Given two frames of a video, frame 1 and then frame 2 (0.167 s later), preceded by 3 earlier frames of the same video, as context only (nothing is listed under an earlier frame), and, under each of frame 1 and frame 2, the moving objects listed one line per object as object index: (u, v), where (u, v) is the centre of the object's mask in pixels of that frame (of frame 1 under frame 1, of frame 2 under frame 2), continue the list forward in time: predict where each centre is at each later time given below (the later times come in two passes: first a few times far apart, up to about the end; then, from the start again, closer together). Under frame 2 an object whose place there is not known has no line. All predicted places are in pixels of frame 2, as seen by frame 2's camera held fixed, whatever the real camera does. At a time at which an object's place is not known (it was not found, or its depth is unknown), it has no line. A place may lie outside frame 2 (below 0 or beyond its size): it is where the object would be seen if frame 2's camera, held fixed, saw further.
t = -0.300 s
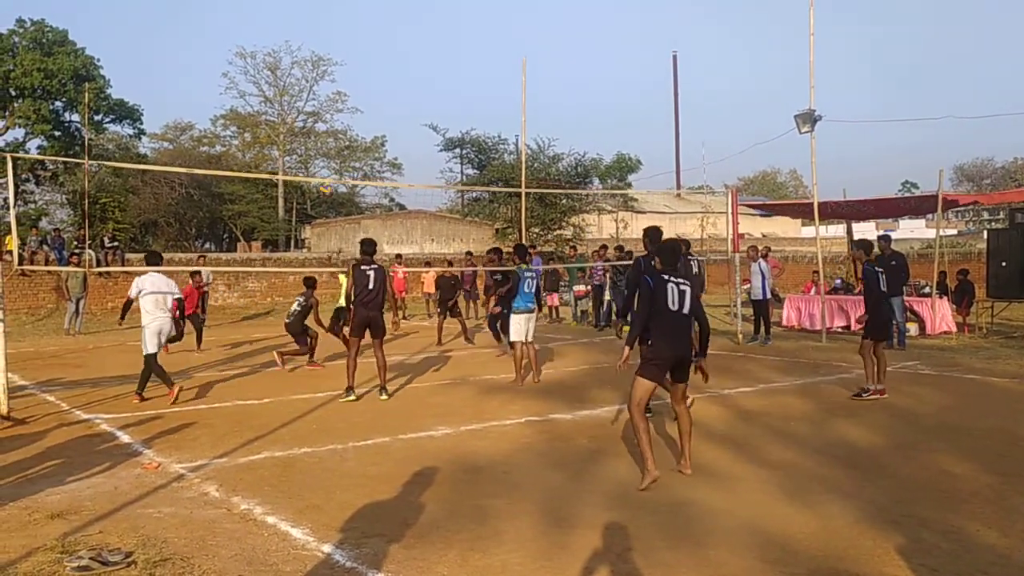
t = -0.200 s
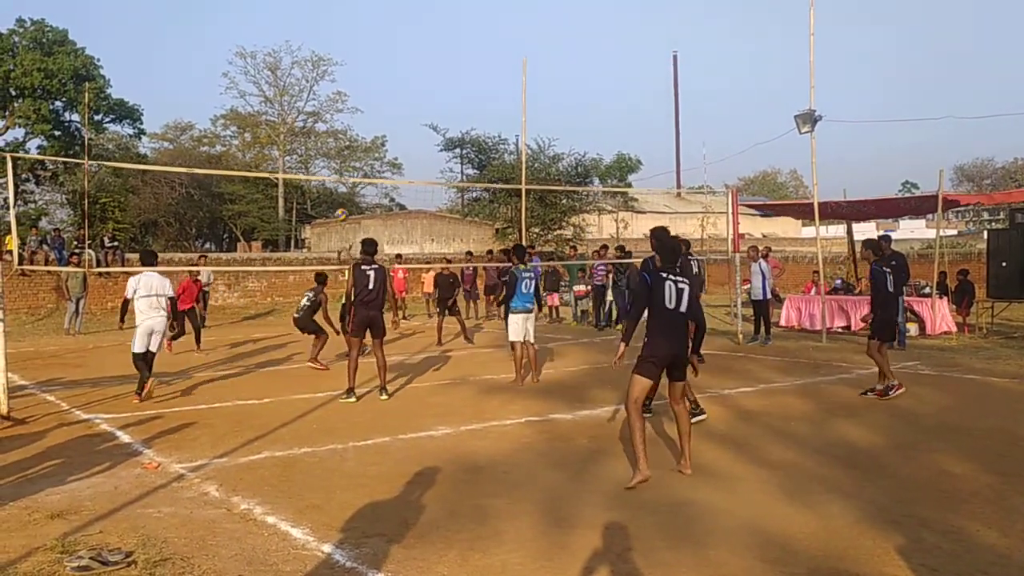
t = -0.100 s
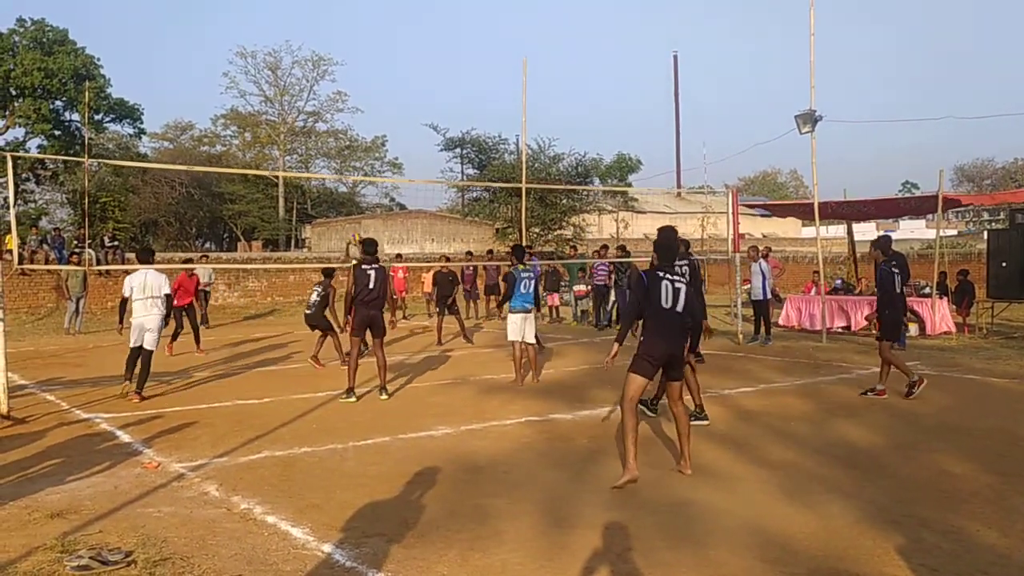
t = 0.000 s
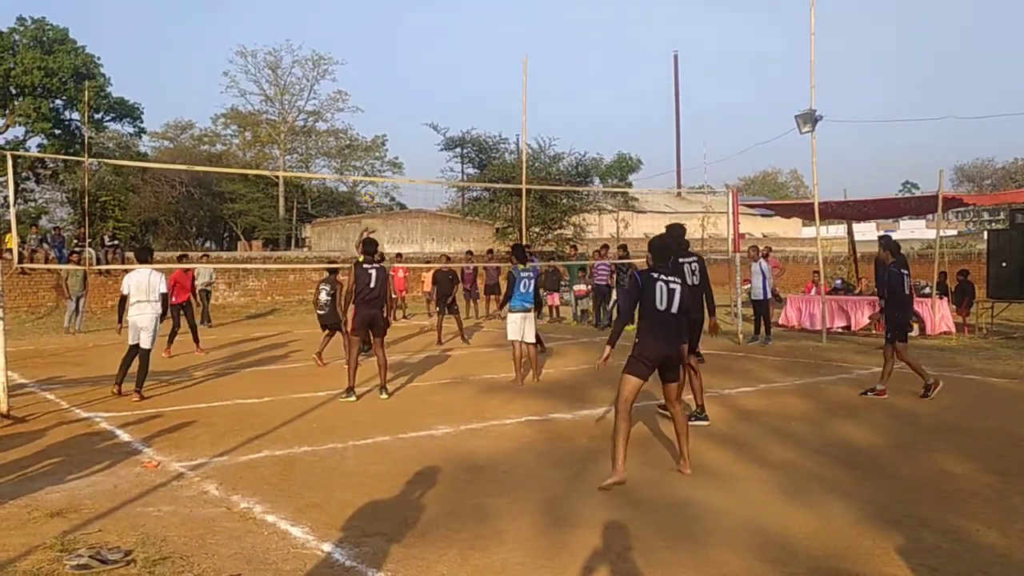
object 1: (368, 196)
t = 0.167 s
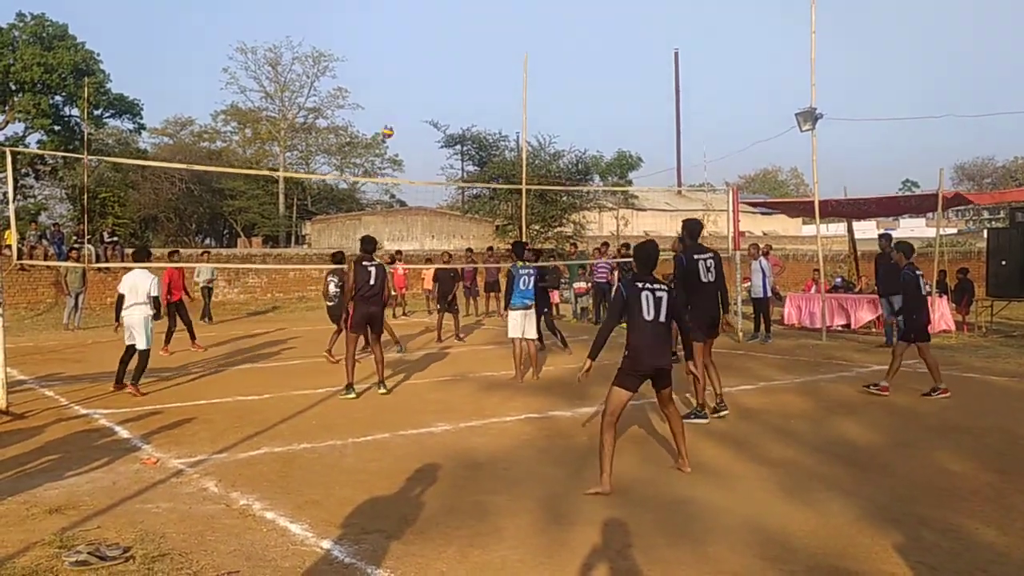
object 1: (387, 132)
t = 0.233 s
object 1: (394, 111)
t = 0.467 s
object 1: (421, 62)
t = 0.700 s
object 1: (450, 48)
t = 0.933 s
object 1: (479, 67)
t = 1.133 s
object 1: (505, 111)
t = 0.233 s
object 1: (394, 111)
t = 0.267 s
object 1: (398, 102)
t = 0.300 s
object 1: (402, 94)
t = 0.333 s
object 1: (406, 87)
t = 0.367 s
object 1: (409, 78)
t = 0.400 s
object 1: (413, 73)
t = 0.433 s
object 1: (418, 67)
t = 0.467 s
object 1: (421, 62)
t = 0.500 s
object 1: (425, 58)
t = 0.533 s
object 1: (429, 55)
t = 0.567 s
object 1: (433, 52)
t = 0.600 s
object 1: (437, 50)
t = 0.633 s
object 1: (441, 48)
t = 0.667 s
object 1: (445, 48)
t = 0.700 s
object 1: (450, 48)
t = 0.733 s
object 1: (454, 48)
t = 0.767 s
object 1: (458, 50)
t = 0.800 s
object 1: (462, 52)
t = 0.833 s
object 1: (466, 55)
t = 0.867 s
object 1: (470, 58)
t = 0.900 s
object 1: (475, 62)
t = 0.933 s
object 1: (479, 67)
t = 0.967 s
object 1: (483, 72)
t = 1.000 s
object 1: (487, 79)
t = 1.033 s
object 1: (492, 86)
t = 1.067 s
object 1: (496, 94)
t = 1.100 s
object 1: (500, 102)
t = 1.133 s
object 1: (505, 111)
